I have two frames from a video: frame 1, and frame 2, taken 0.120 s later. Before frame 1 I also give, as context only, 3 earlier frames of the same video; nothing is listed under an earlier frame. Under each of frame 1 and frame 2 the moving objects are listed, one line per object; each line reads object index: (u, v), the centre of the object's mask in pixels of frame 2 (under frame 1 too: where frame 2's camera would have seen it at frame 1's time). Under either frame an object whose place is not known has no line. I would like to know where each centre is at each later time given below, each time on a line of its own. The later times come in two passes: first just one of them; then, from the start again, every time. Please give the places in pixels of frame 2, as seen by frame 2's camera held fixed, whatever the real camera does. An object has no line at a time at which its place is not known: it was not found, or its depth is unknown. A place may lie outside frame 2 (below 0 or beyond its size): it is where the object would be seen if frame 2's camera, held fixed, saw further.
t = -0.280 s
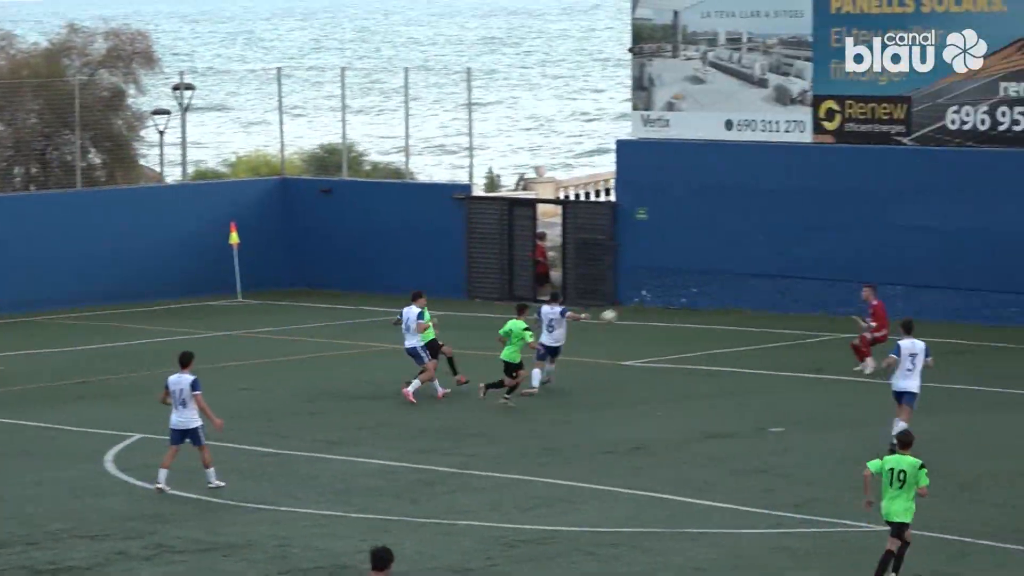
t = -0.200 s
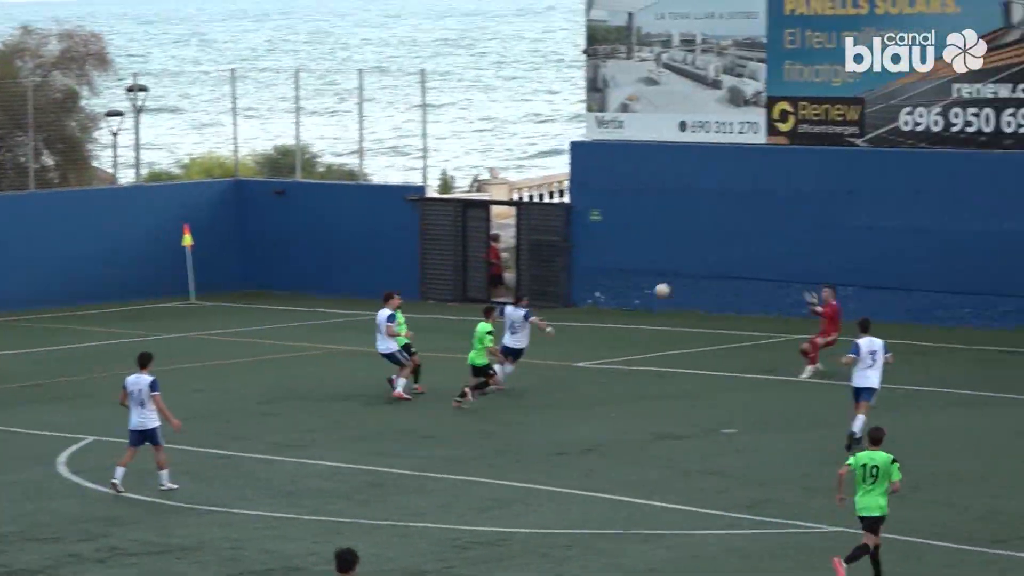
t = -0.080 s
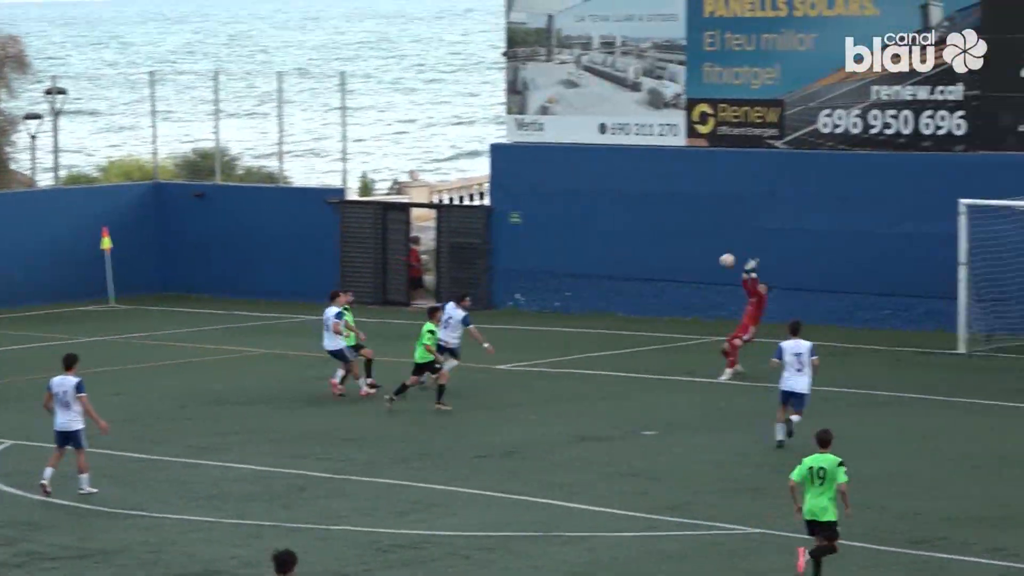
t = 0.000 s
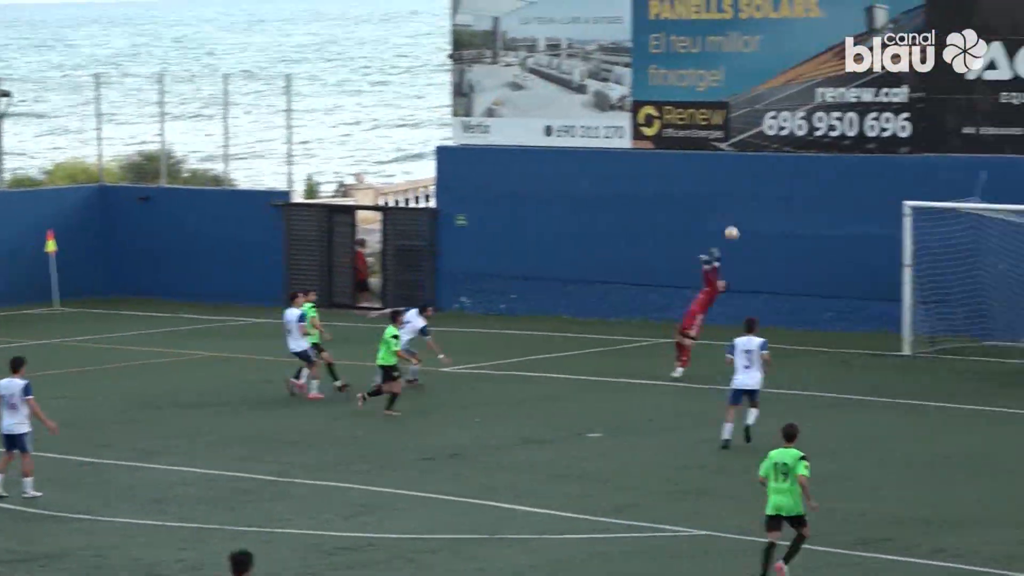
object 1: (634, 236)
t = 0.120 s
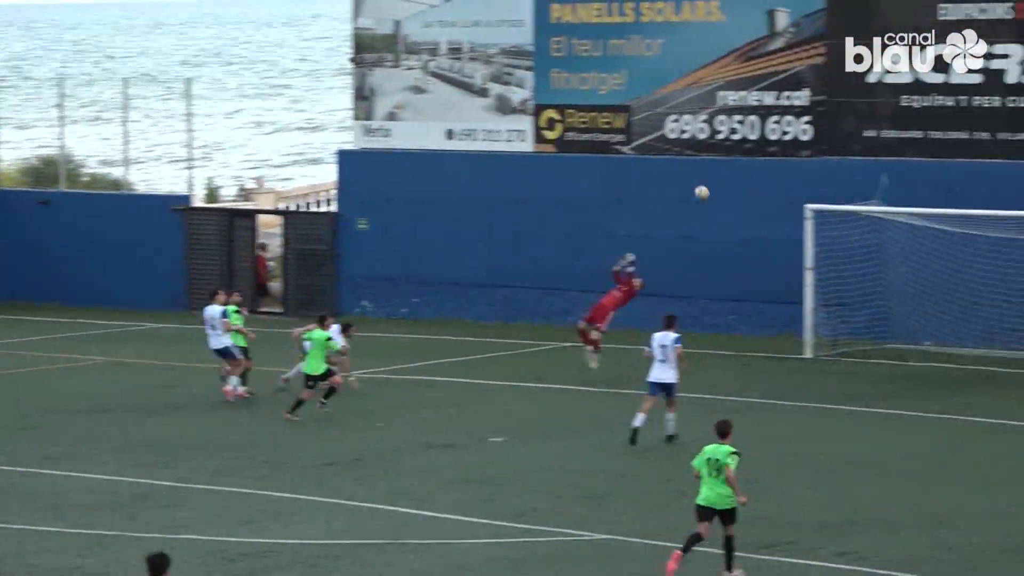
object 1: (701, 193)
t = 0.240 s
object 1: (770, 158)
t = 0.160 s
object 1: (724, 180)
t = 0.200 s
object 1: (747, 169)
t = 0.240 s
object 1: (770, 158)
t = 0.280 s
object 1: (793, 149)
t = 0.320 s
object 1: (816, 142)
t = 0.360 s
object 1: (839, 135)
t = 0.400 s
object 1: (863, 129)
